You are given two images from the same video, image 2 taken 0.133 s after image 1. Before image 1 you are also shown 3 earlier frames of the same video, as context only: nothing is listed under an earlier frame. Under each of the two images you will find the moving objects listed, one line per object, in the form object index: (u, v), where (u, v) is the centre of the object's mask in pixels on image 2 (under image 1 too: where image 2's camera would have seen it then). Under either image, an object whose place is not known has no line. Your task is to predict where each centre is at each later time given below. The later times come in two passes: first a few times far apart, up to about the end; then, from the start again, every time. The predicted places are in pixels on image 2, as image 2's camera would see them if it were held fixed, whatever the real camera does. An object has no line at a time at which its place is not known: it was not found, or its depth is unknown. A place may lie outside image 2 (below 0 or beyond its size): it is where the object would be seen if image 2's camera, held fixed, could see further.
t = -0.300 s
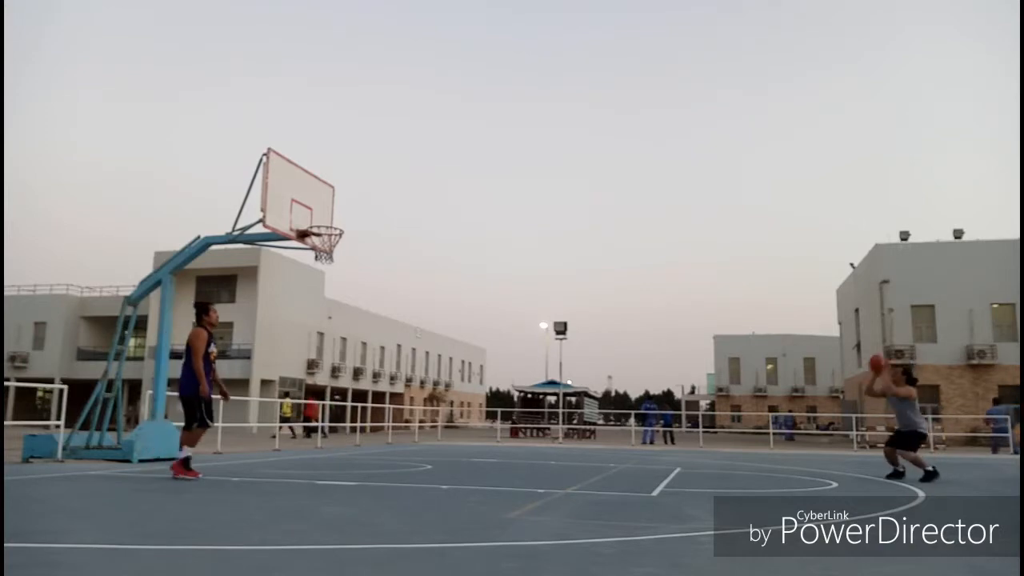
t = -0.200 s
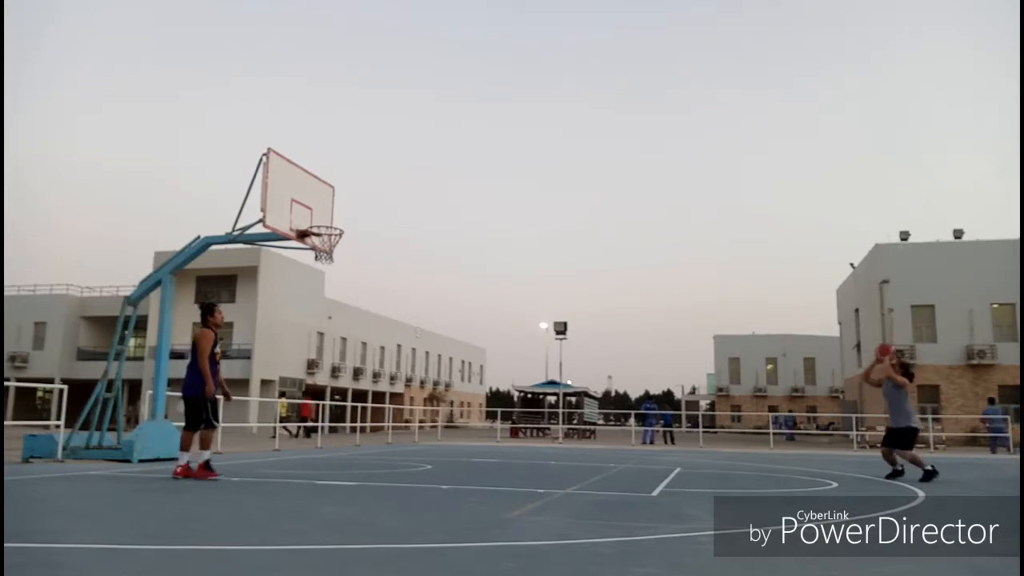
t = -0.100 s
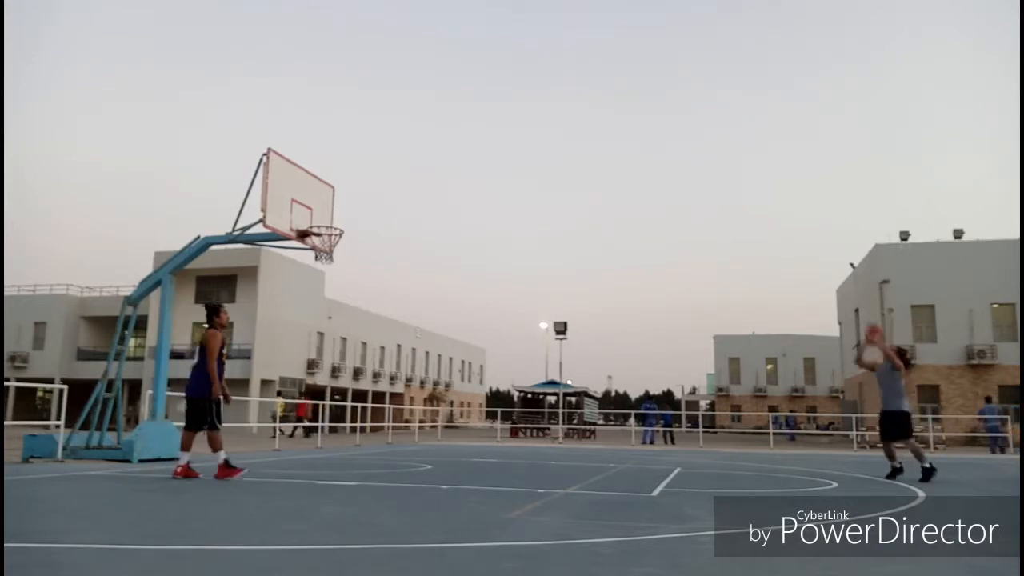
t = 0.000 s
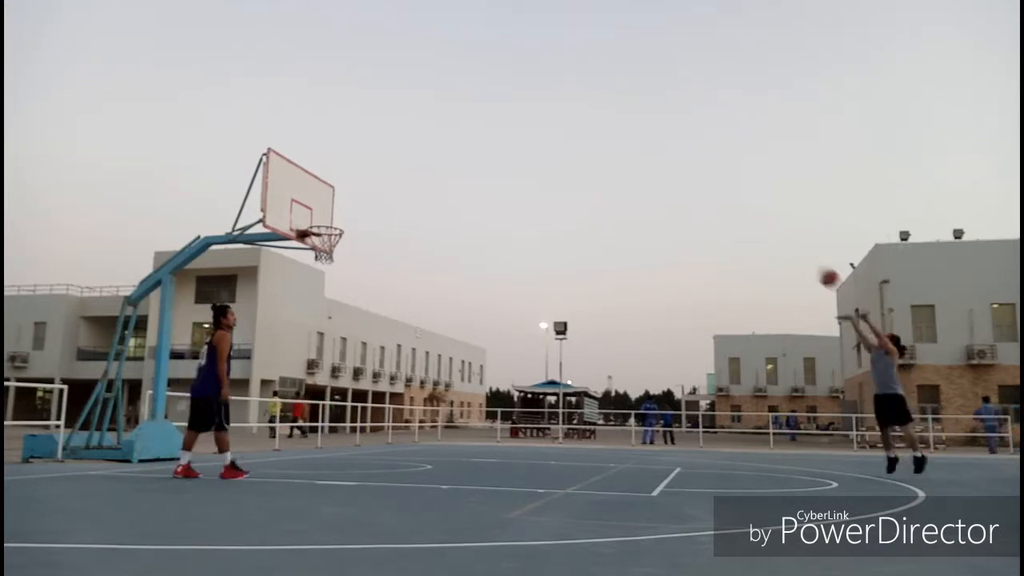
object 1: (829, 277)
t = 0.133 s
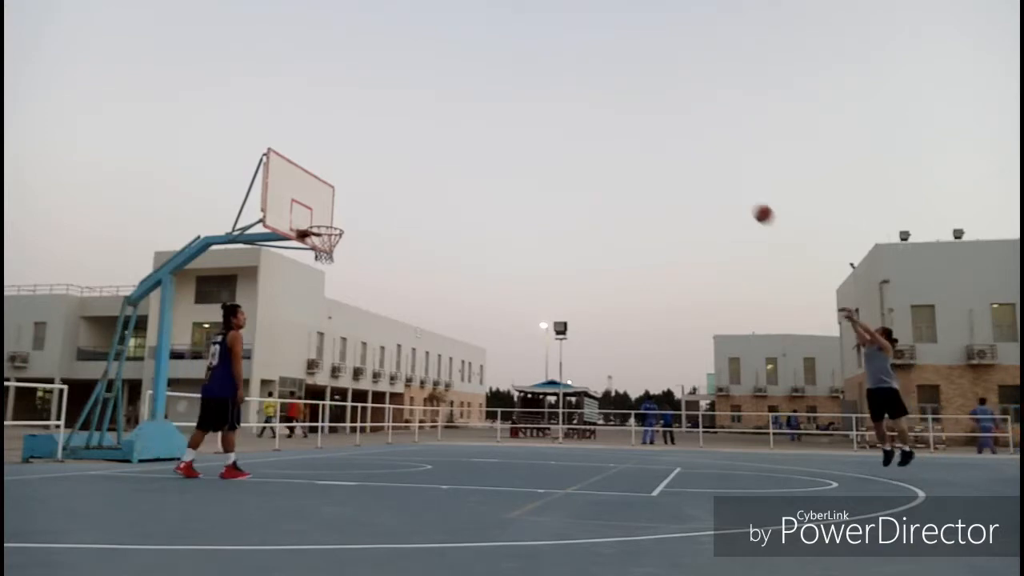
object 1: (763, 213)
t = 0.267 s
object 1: (701, 167)
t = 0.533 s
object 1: (587, 119)
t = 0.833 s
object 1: (468, 127)
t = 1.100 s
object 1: (366, 185)
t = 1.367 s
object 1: (337, 244)
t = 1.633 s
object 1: (331, 261)
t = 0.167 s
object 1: (747, 200)
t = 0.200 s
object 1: (732, 188)
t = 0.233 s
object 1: (716, 177)
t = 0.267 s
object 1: (701, 167)
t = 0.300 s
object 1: (686, 158)
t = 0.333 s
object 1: (671, 149)
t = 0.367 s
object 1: (657, 142)
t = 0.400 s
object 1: (642, 136)
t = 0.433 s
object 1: (629, 130)
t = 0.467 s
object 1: (614, 126)
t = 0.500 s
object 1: (601, 122)
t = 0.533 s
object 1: (587, 119)
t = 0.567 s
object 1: (573, 117)
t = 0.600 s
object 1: (560, 115)
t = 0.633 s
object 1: (547, 115)
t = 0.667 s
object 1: (533, 115)
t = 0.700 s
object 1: (520, 116)
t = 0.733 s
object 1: (507, 117)
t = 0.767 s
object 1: (494, 120)
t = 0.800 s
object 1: (481, 123)
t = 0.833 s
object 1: (468, 127)
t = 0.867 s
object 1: (455, 132)
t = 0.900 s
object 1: (442, 137)
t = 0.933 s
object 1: (430, 143)
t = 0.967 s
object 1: (417, 150)
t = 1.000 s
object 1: (404, 158)
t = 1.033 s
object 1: (391, 166)
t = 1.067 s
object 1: (379, 175)
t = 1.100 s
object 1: (366, 185)
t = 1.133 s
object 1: (353, 195)
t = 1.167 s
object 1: (340, 206)
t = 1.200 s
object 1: (327, 218)
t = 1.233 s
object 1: (317, 229)
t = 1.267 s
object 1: (323, 240)
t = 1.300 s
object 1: (328, 246)
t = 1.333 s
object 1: (334, 245)
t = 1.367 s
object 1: (337, 244)
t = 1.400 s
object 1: (337, 244)
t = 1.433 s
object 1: (337, 245)
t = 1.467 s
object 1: (337, 246)
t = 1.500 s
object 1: (337, 248)
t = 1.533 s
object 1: (336, 250)
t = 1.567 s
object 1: (334, 253)
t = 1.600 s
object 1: (333, 256)
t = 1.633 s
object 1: (331, 261)
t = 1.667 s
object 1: (329, 265)
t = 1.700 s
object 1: (327, 271)
